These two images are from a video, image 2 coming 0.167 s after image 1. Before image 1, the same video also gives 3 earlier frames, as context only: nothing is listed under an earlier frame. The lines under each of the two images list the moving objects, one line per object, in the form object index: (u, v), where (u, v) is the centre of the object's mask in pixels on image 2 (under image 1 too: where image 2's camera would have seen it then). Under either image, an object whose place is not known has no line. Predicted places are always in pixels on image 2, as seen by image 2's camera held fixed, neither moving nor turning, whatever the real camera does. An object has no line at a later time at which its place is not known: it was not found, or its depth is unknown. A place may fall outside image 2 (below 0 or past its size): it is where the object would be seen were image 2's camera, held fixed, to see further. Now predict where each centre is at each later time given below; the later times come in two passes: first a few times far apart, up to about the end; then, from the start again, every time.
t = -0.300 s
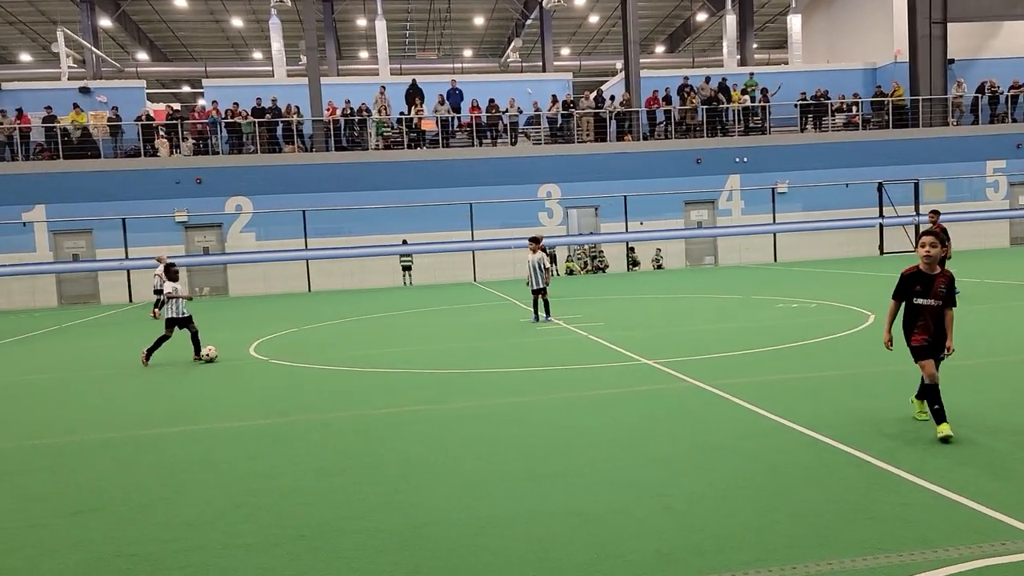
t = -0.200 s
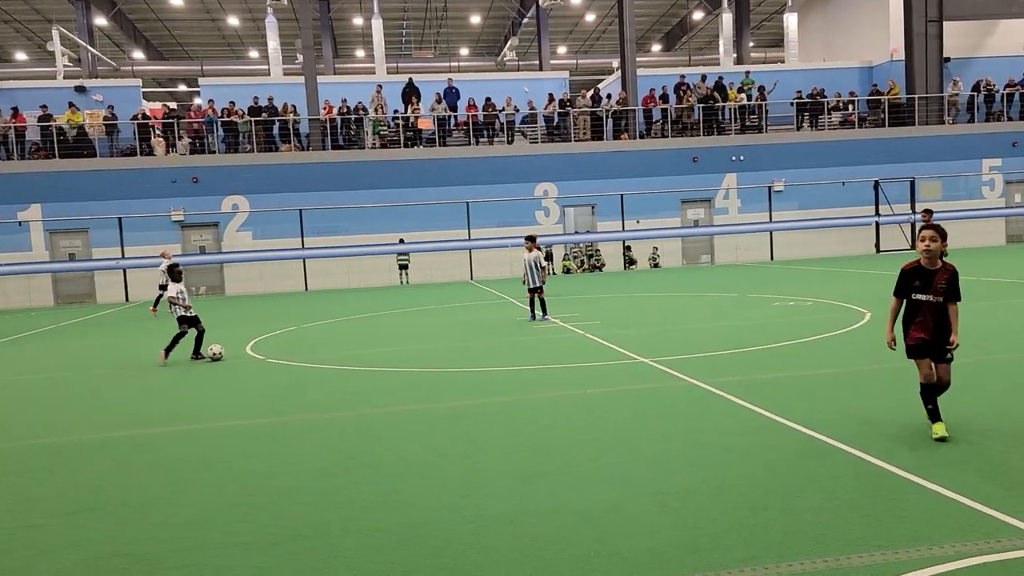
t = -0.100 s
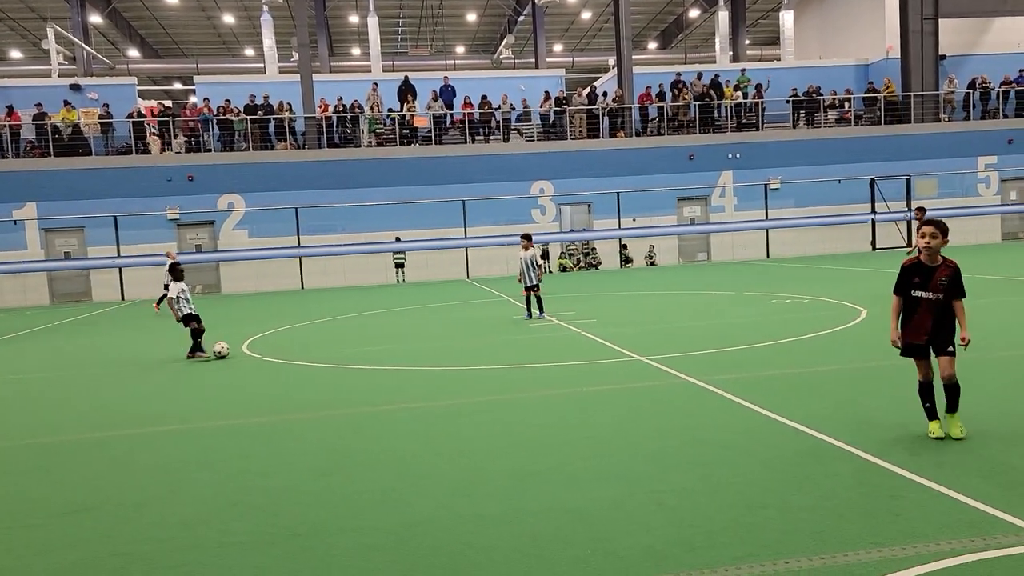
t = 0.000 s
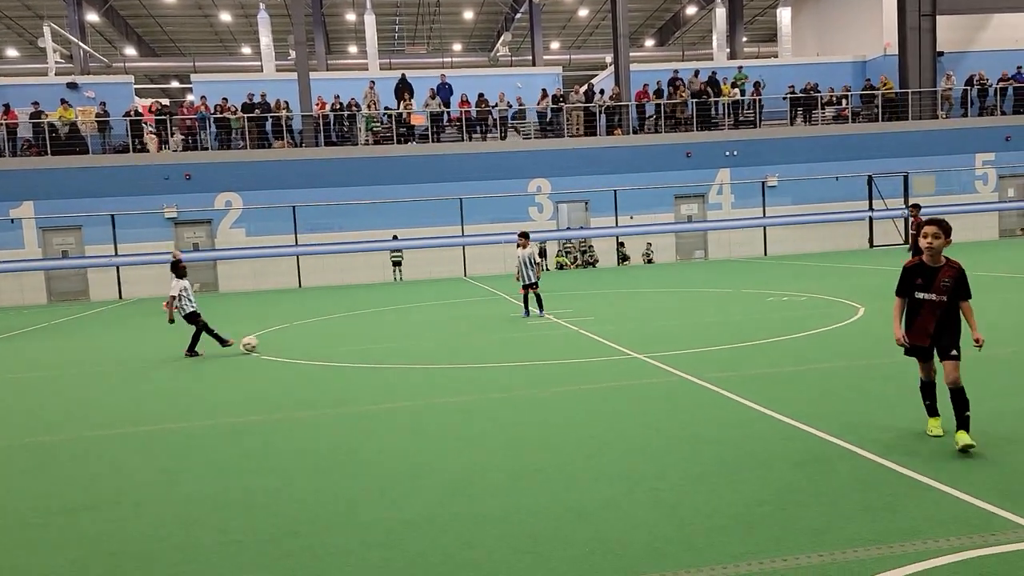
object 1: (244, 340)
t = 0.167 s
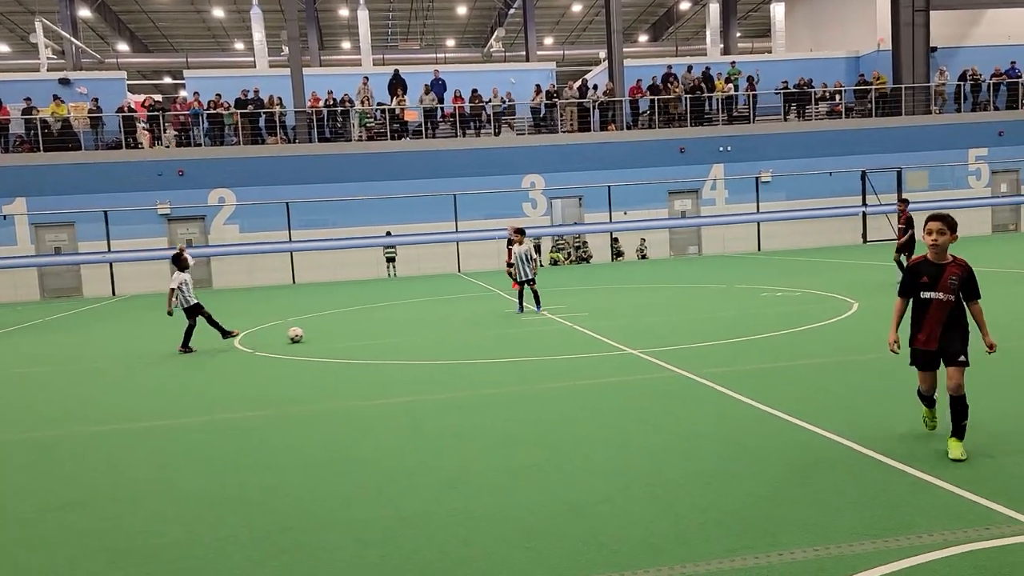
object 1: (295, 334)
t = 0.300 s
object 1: (329, 331)
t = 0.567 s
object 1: (381, 323)
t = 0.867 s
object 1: (433, 317)
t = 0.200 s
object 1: (304, 334)
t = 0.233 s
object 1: (313, 333)
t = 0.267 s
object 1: (322, 332)
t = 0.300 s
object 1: (329, 331)
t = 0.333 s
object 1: (336, 330)
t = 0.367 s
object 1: (343, 328)
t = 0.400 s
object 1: (350, 328)
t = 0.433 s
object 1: (356, 327)
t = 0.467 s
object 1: (363, 326)
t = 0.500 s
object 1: (369, 325)
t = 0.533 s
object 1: (375, 324)
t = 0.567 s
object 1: (381, 323)
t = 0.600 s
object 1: (386, 323)
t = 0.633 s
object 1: (393, 322)
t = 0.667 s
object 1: (398, 321)
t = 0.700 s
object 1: (404, 320)
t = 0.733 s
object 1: (410, 320)
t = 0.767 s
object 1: (416, 319)
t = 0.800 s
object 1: (421, 318)
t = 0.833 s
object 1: (427, 318)
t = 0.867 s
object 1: (433, 317)
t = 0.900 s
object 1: (438, 316)
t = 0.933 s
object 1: (444, 316)
